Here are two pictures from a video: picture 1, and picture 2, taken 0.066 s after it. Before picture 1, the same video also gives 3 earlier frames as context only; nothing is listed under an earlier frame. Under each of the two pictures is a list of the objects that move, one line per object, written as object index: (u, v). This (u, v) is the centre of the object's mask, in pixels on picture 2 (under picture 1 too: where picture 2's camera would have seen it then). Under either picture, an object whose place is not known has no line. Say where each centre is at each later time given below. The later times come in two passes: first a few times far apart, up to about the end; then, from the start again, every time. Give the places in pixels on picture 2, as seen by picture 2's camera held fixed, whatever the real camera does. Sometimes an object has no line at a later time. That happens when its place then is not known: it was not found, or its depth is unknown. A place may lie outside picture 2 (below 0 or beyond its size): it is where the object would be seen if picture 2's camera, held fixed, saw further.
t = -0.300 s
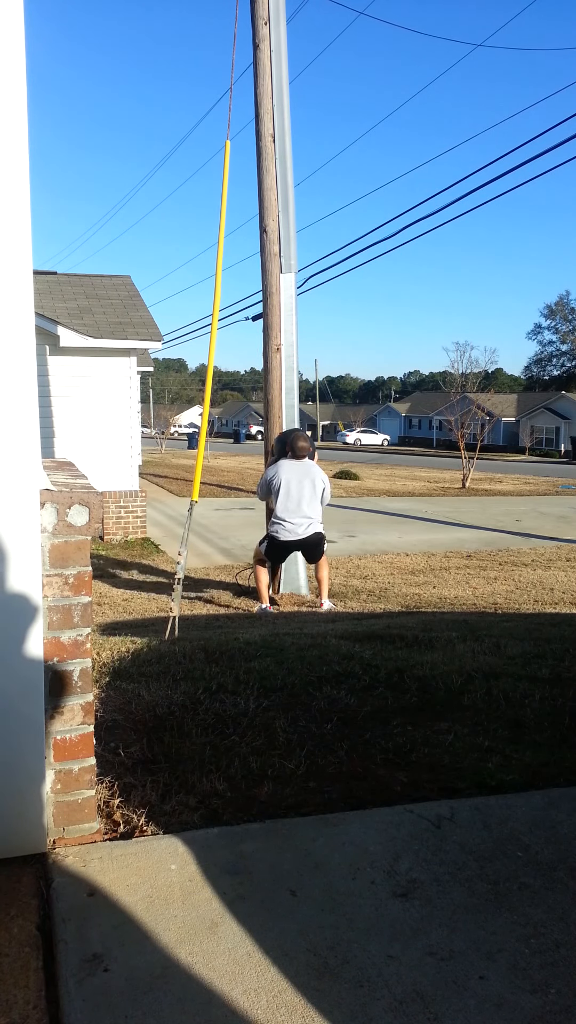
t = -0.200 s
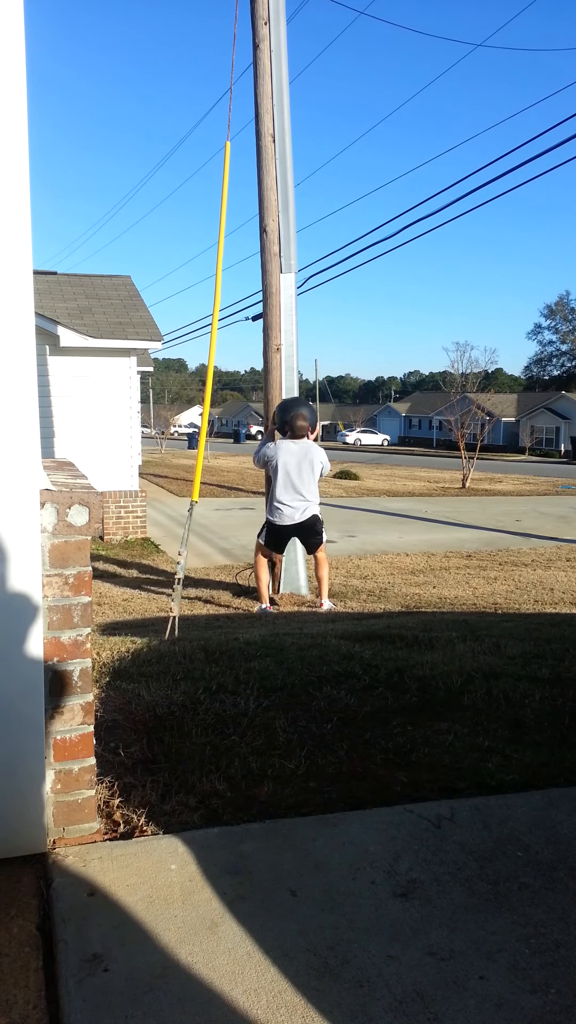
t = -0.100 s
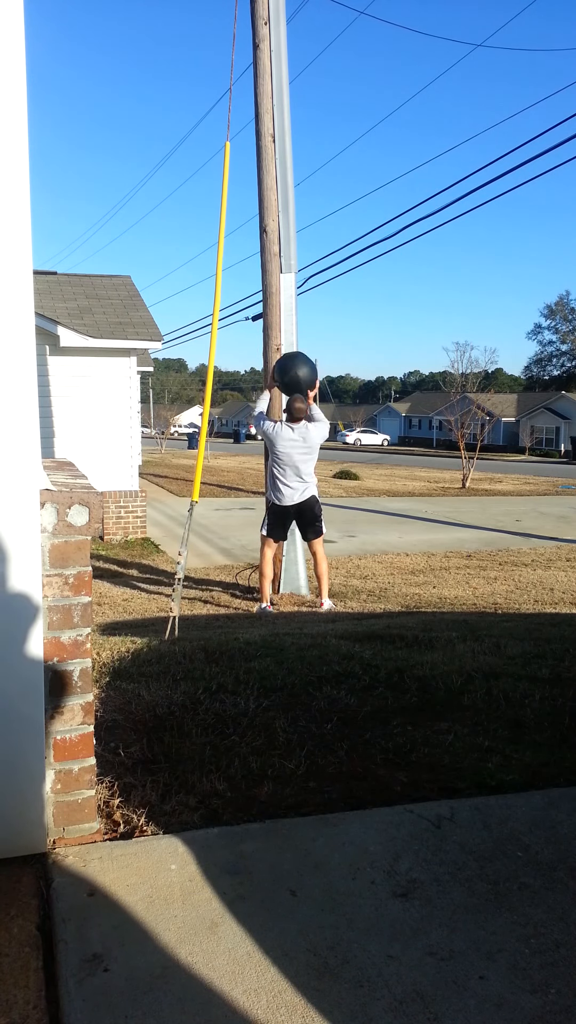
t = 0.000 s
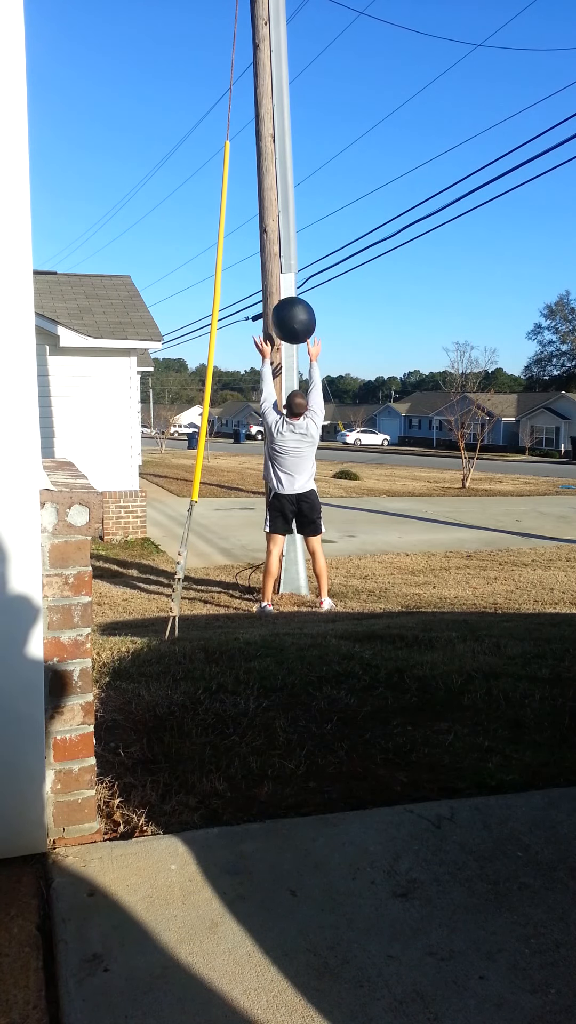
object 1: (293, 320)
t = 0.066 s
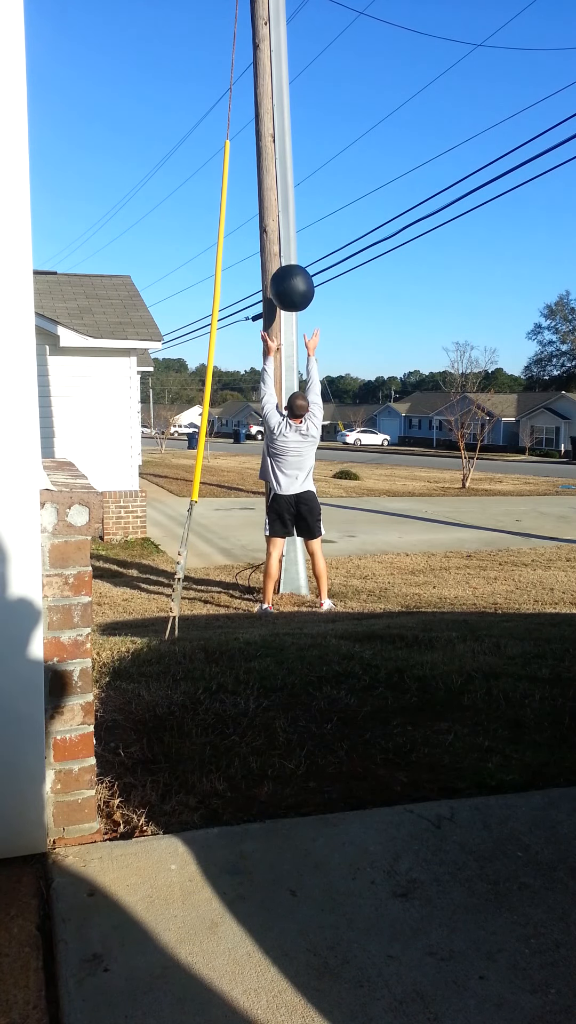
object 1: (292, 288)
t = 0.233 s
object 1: (288, 233)
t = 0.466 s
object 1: (282, 218)
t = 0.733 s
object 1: (284, 273)
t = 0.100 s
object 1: (291, 274)
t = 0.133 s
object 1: (290, 262)
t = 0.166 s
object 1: (289, 251)
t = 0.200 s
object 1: (289, 242)
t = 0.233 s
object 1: (288, 233)
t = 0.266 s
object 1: (287, 227)
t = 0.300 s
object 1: (286, 221)
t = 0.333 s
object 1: (286, 218)
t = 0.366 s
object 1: (285, 215)
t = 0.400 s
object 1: (284, 215)
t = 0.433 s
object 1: (283, 215)
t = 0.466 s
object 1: (282, 218)
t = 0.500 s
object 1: (282, 221)
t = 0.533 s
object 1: (282, 225)
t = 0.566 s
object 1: (282, 230)
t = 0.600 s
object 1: (283, 236)
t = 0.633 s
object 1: (283, 243)
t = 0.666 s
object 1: (284, 252)
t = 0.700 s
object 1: (284, 262)
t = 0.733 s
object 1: (284, 273)
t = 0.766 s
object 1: (285, 286)
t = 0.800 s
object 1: (285, 300)
